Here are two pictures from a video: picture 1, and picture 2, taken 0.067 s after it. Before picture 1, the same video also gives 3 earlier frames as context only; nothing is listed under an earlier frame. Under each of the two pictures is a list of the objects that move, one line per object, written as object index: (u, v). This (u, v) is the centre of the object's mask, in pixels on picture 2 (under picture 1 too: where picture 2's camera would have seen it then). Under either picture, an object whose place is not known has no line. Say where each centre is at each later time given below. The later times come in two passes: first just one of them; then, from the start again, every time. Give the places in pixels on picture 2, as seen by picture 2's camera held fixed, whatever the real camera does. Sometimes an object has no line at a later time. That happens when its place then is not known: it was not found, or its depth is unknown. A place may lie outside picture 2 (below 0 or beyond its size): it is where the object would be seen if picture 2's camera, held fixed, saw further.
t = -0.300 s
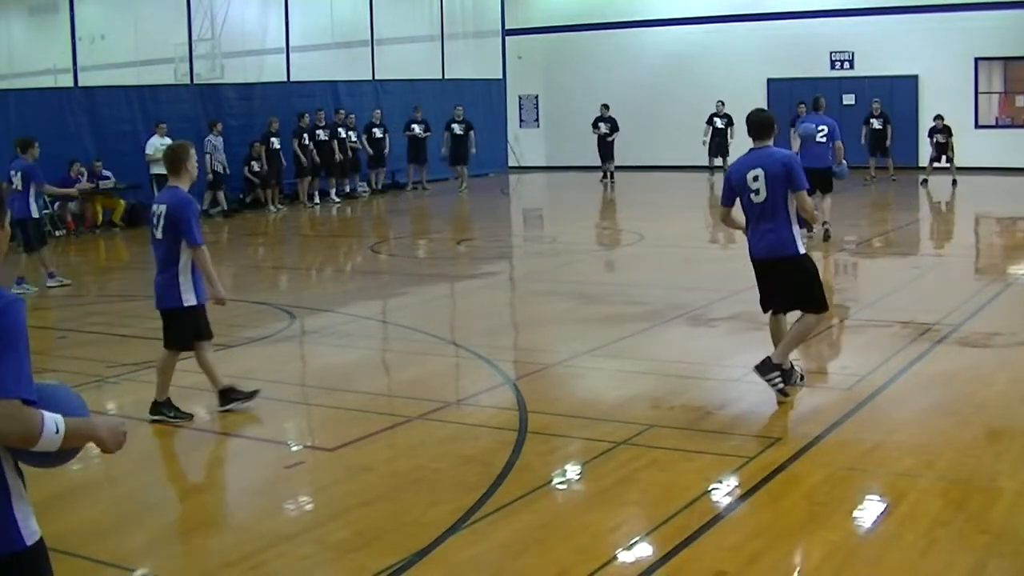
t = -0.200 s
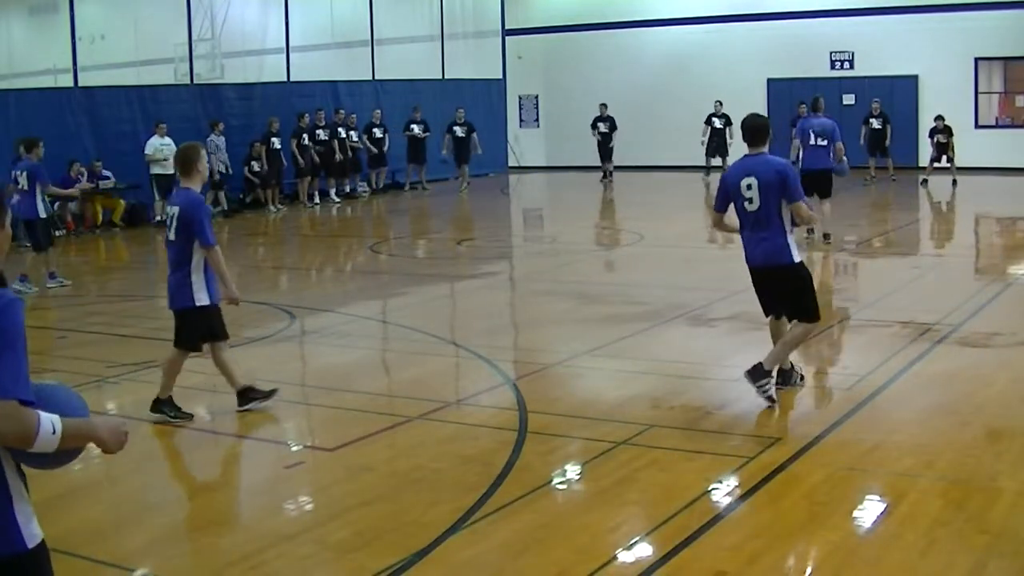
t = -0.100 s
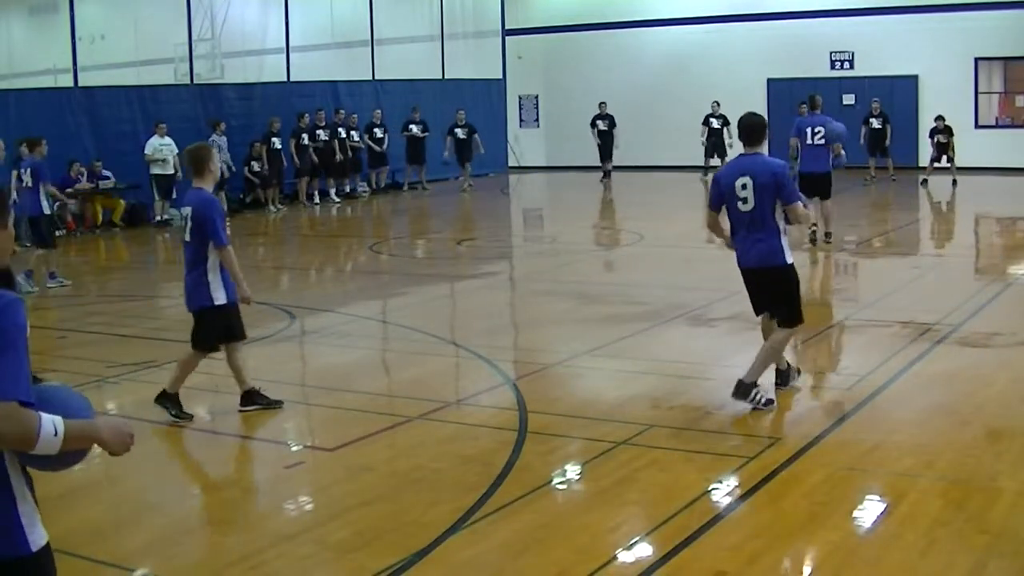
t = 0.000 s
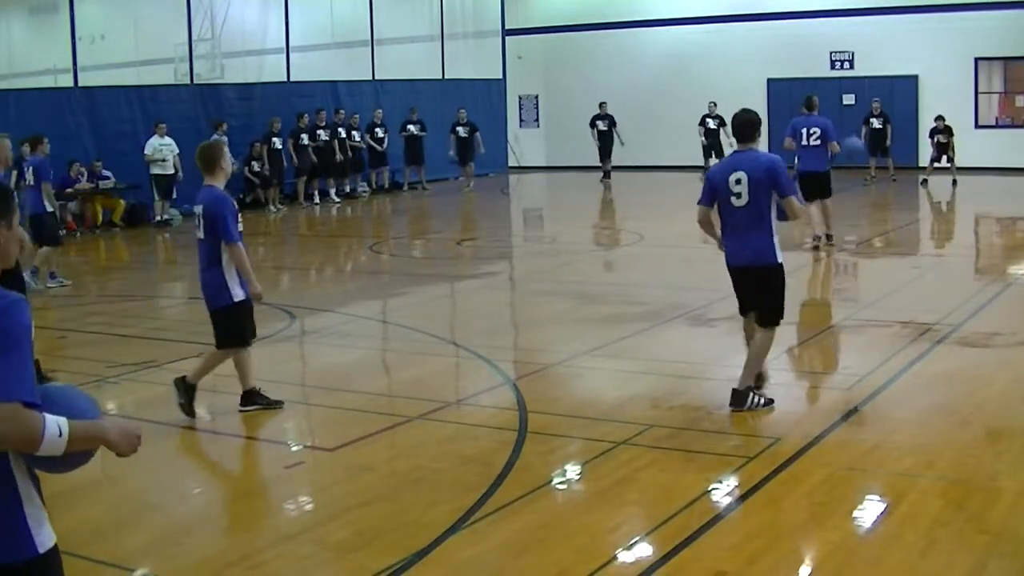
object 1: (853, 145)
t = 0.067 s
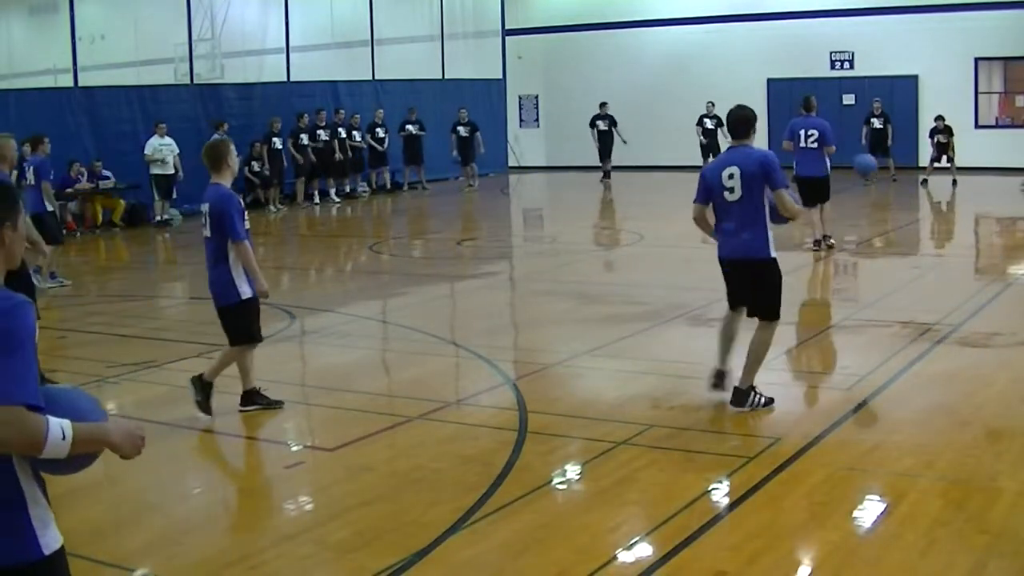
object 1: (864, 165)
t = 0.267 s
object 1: (909, 259)
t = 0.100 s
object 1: (872, 176)
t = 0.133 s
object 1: (878, 188)
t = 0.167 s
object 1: (885, 204)
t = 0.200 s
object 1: (893, 218)
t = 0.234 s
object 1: (901, 238)
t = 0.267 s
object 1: (909, 259)
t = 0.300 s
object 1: (917, 282)
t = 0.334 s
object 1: (925, 306)
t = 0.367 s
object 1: (932, 322)
